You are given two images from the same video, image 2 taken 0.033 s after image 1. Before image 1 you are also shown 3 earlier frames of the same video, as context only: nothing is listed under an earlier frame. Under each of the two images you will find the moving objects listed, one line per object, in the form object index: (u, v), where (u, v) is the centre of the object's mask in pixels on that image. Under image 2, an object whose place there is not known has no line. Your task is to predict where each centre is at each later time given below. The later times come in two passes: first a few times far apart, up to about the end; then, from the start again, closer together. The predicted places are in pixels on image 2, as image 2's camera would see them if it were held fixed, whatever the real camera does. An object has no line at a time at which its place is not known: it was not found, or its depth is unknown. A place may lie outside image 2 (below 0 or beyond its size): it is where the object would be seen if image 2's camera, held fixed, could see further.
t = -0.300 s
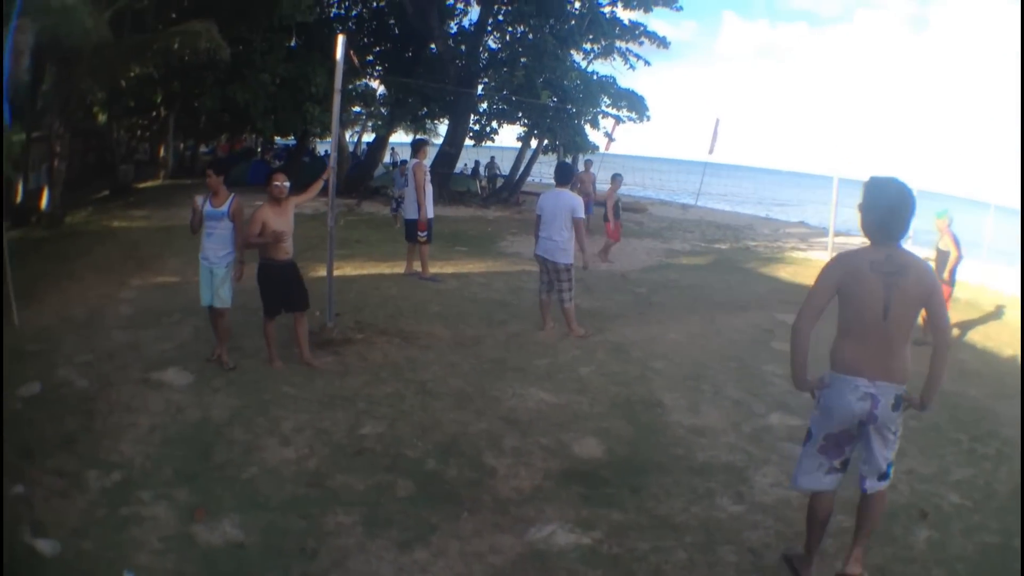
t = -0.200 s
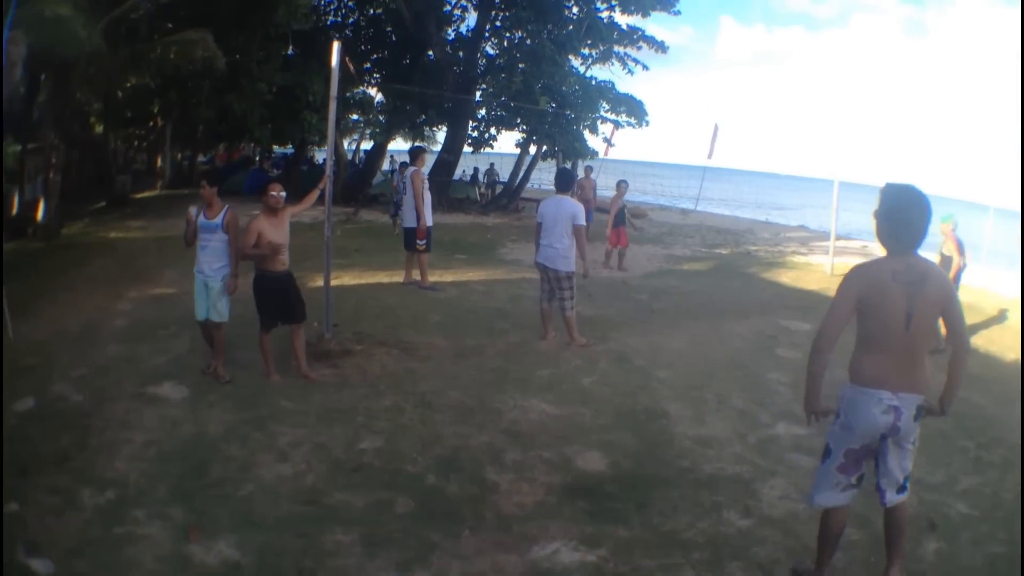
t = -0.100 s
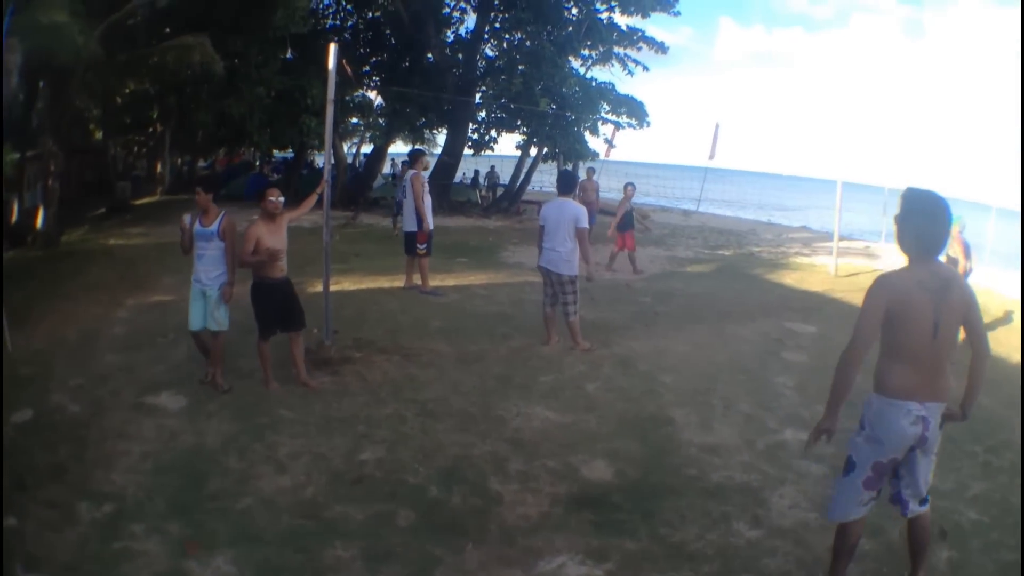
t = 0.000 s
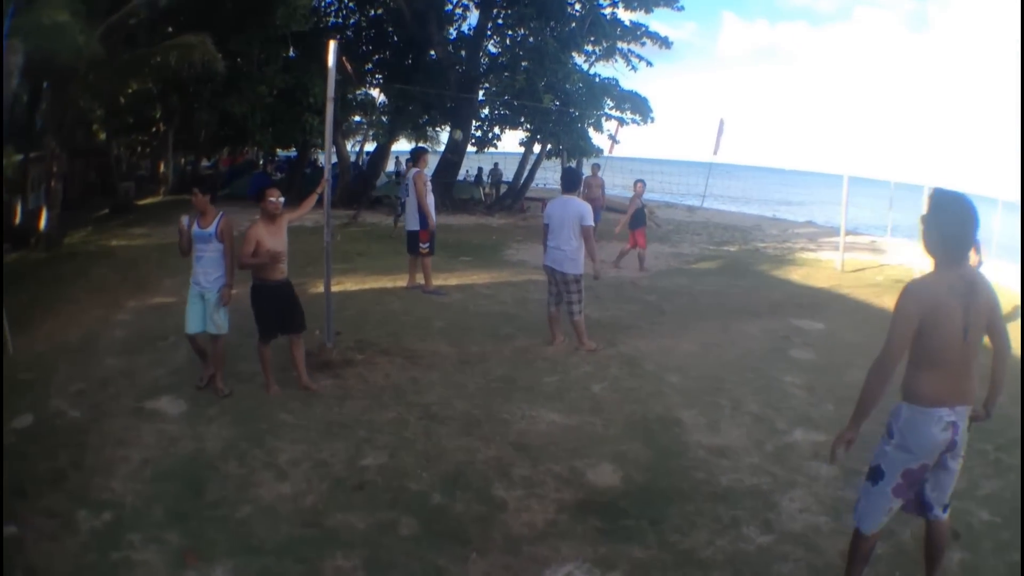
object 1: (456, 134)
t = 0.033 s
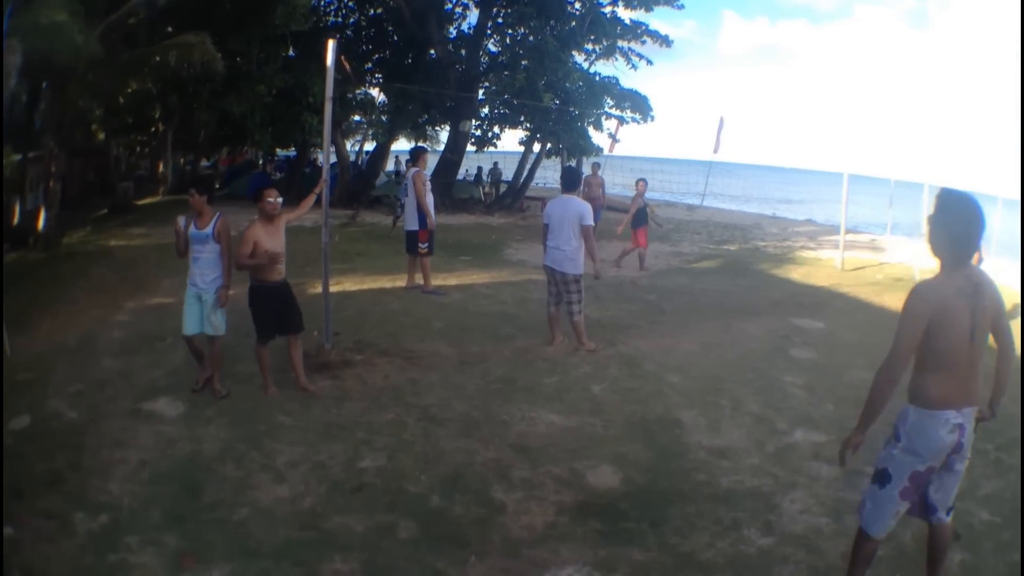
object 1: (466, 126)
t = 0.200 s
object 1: (528, 92)
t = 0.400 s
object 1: (635, 74)
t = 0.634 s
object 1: (849, 115)
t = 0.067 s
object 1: (477, 118)
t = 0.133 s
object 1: (501, 104)
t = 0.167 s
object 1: (514, 98)
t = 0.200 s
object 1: (528, 92)
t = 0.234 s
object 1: (542, 87)
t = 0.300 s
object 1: (576, 78)
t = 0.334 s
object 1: (593, 76)
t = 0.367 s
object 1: (614, 75)
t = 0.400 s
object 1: (635, 74)
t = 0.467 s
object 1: (685, 76)
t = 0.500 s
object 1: (714, 80)
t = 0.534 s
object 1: (744, 86)
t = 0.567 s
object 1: (777, 93)
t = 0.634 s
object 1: (849, 115)
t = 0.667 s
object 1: (891, 130)
